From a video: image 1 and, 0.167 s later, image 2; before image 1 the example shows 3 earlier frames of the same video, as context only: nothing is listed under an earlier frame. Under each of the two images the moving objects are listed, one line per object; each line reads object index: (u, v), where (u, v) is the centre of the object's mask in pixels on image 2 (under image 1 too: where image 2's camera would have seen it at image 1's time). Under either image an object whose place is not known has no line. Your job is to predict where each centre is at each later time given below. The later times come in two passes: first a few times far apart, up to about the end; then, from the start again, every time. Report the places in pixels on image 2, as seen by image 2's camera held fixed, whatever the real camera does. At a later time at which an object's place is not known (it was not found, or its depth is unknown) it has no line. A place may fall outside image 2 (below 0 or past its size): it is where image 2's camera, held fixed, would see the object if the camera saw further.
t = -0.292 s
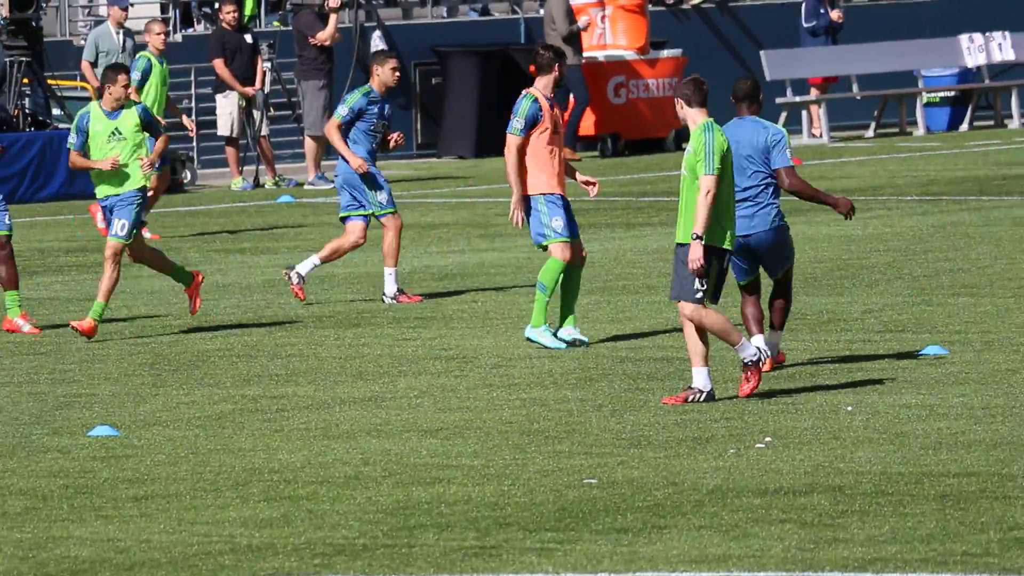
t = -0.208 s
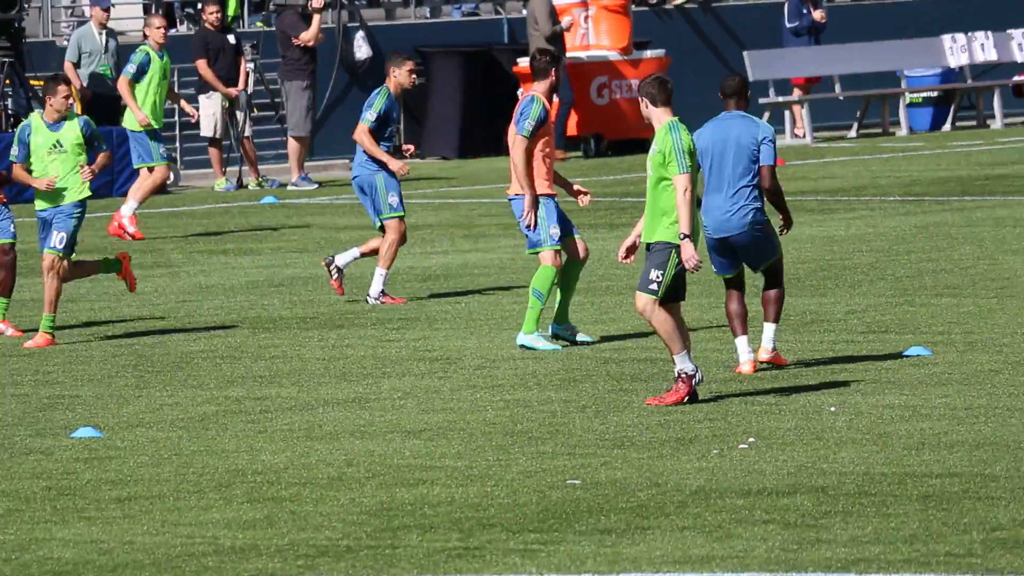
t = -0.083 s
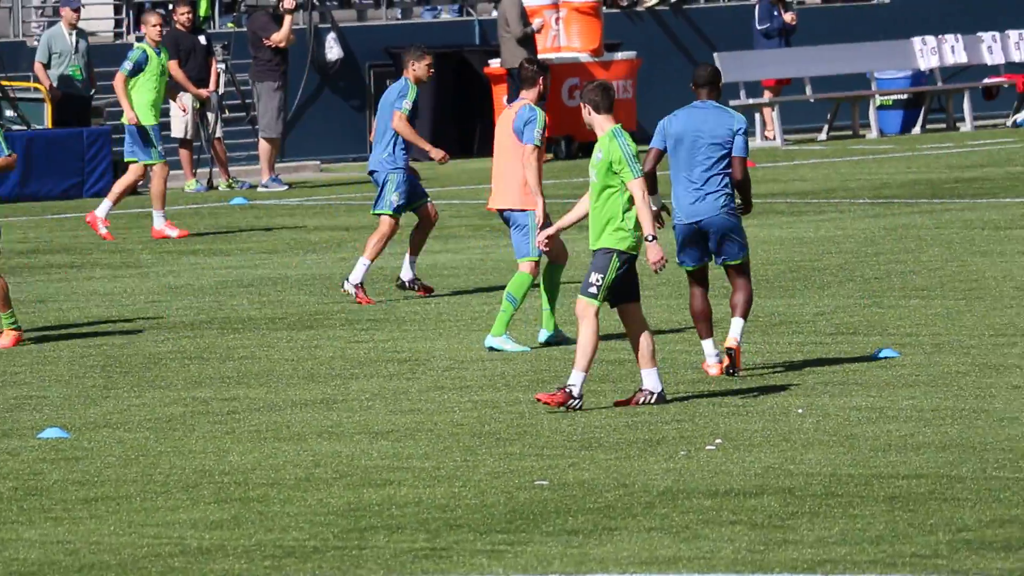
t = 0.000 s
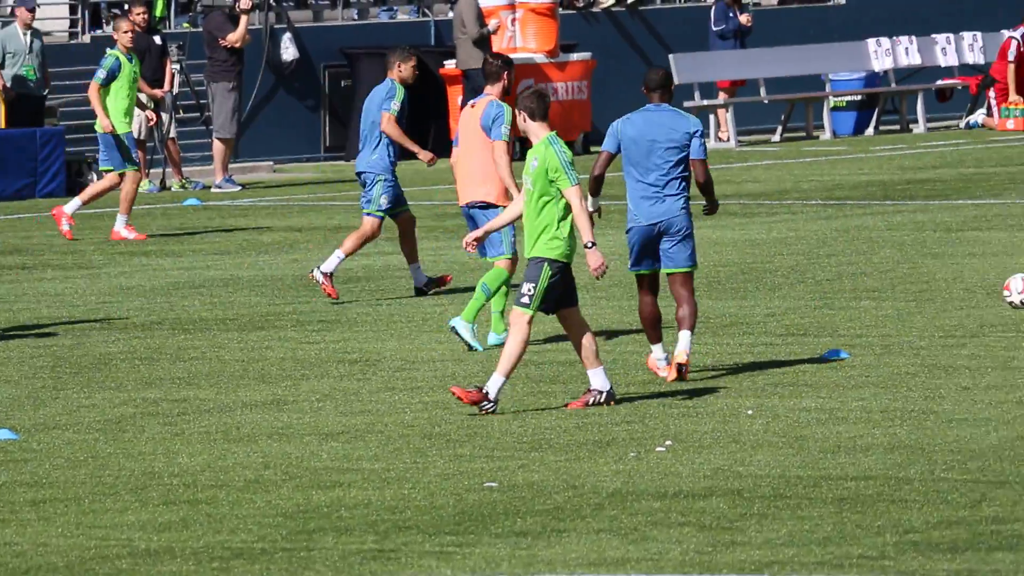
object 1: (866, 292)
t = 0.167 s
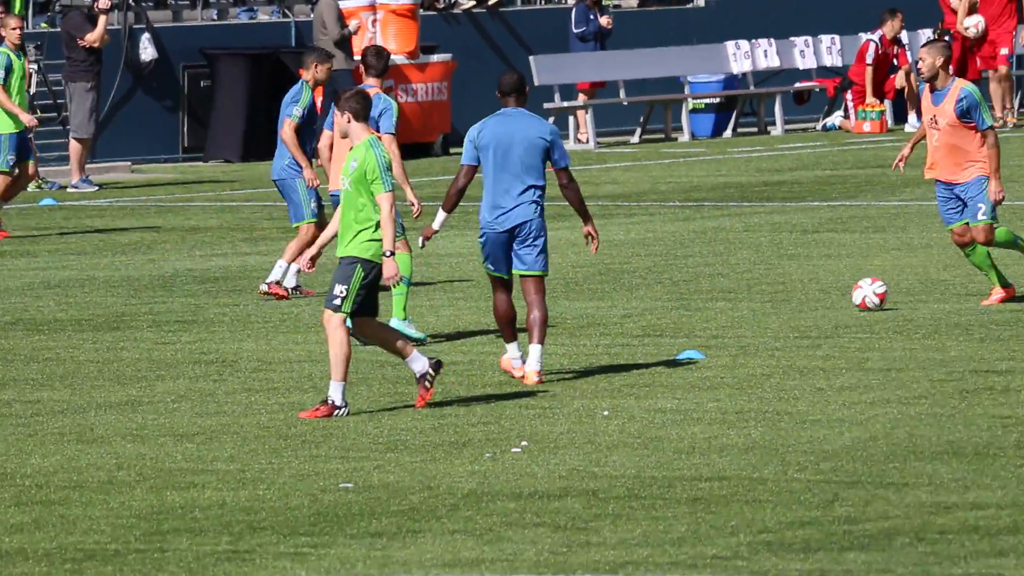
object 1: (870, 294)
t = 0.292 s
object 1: (866, 294)
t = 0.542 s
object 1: (855, 296)
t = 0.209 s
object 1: (868, 295)
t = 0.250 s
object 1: (867, 294)
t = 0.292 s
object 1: (866, 294)
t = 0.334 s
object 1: (865, 295)
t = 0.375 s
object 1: (863, 295)
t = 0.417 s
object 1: (861, 296)
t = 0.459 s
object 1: (858, 296)
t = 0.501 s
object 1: (857, 296)
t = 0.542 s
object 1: (855, 296)
